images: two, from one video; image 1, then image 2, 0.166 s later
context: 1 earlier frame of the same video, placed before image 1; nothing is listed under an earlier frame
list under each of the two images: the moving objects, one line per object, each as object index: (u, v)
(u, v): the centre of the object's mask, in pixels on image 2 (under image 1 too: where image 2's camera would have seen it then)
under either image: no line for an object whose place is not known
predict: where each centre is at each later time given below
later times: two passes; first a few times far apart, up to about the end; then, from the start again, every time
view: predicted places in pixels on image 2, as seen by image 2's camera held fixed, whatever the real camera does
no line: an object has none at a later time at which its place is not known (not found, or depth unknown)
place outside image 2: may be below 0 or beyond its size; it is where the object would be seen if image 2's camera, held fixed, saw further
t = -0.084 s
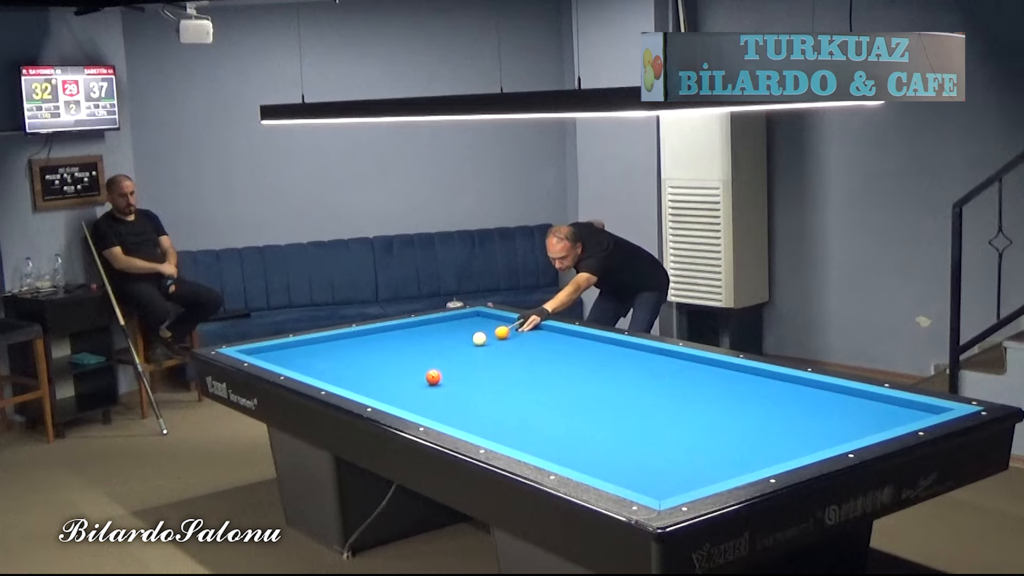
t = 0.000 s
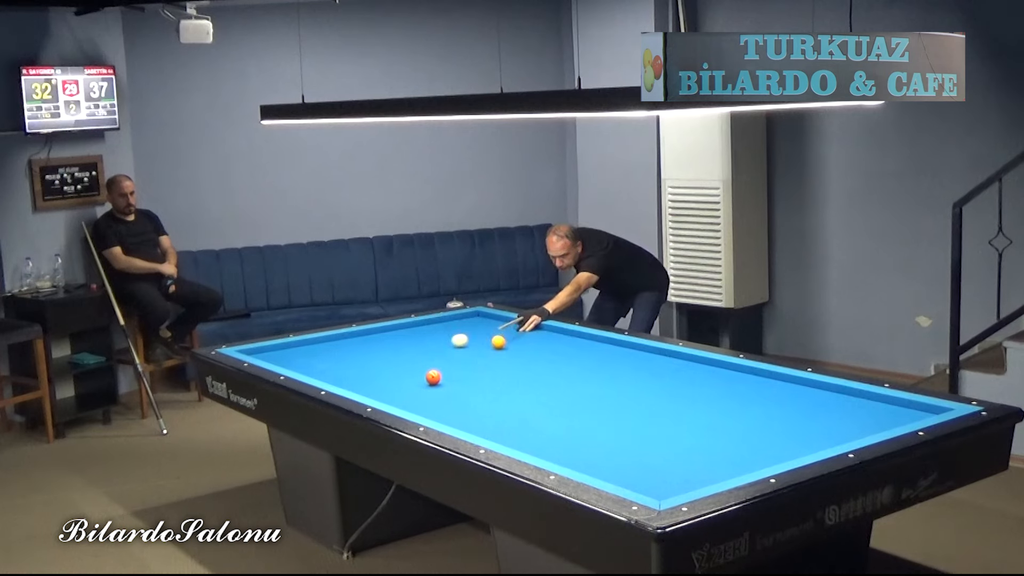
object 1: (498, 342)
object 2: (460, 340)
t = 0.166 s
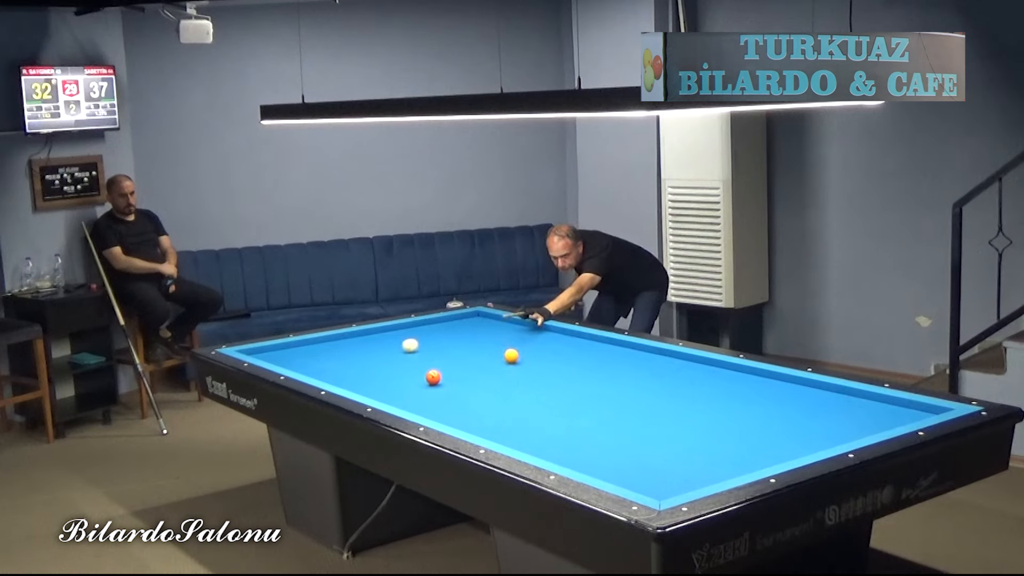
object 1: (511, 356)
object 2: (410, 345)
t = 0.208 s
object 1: (514, 359)
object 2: (400, 346)
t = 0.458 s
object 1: (535, 387)
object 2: (335, 353)
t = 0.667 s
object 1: (554, 412)
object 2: (284, 358)
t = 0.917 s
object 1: (584, 452)
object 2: (285, 354)
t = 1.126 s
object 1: (634, 482)
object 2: (304, 348)
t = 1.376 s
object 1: (669, 467)
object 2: (326, 341)
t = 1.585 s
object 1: (664, 441)
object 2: (344, 335)
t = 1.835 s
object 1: (660, 416)
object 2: (367, 331)
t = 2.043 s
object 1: (658, 398)
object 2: (389, 329)
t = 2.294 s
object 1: (656, 379)
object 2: (411, 326)
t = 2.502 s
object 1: (654, 364)
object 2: (432, 324)
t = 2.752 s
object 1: (653, 350)
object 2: (454, 322)
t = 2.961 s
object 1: (612, 347)
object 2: (473, 320)
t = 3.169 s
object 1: (575, 345)
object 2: (490, 318)
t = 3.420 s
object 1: (528, 343)
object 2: (497, 318)
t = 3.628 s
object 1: (493, 341)
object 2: (492, 321)
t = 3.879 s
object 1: (450, 339)
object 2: (487, 323)
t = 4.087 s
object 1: (418, 337)
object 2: (482, 325)
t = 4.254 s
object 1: (394, 336)
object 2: (479, 327)
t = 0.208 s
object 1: (514, 359)
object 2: (400, 346)
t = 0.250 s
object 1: (517, 363)
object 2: (390, 347)
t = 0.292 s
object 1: (520, 367)
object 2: (380, 348)
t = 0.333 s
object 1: (523, 371)
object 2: (370, 349)
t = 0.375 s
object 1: (526, 376)
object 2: (360, 350)
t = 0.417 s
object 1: (531, 382)
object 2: (345, 352)
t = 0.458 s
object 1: (535, 387)
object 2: (335, 353)
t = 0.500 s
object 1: (538, 391)
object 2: (325, 354)
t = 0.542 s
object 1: (542, 396)
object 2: (315, 355)
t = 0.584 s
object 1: (546, 401)
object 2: (305, 356)
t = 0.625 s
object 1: (549, 406)
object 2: (295, 357)
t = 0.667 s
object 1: (554, 412)
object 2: (284, 358)
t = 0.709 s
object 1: (558, 418)
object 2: (275, 358)
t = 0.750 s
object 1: (562, 423)
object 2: (265, 358)
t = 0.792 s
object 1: (567, 429)
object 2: (269, 357)
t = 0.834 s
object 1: (571, 435)
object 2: (274, 357)
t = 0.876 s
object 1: (576, 442)
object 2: (279, 355)
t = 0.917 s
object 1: (584, 452)
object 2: (285, 354)
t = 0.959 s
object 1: (589, 459)
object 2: (289, 353)
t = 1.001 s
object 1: (595, 466)
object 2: (293, 351)
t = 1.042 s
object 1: (601, 471)
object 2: (297, 350)
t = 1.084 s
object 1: (612, 477)
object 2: (300, 349)
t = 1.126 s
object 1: (634, 482)
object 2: (304, 348)
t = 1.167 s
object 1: (657, 487)
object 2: (308, 347)
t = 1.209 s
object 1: (678, 488)
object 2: (311, 346)
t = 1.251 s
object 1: (679, 485)
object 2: (315, 345)
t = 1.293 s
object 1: (675, 480)
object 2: (319, 344)
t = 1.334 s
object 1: (671, 473)
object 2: (322, 343)
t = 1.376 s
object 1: (669, 467)
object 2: (326, 341)
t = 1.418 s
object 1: (666, 459)
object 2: (331, 340)
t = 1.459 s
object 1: (665, 454)
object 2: (334, 339)
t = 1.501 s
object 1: (665, 449)
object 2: (338, 337)
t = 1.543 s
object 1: (664, 445)
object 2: (341, 336)
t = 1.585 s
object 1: (664, 441)
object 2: (344, 335)
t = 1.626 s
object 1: (663, 436)
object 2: (348, 334)
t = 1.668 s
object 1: (662, 432)
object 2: (351, 333)
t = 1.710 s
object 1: (662, 428)
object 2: (354, 333)
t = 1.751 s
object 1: (662, 424)
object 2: (359, 332)
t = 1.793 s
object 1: (661, 420)
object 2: (363, 332)
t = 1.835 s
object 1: (660, 416)
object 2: (367, 331)
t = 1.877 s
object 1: (660, 413)
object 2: (371, 331)
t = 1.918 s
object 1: (659, 408)
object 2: (377, 330)
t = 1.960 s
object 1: (659, 404)
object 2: (381, 330)
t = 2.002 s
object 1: (659, 401)
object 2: (385, 329)
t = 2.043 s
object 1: (658, 398)
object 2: (389, 329)
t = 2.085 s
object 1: (658, 394)
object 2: (393, 328)
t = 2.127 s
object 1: (658, 391)
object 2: (396, 328)
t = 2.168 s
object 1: (657, 388)
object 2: (400, 328)
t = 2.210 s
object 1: (657, 385)
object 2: (404, 327)
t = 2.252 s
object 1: (656, 382)
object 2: (408, 327)
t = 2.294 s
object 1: (656, 379)
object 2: (411, 326)
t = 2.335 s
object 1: (656, 376)
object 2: (415, 326)
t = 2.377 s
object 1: (655, 372)
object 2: (421, 326)
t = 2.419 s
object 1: (655, 370)
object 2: (424, 325)
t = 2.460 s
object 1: (655, 367)
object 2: (428, 325)
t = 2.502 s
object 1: (654, 364)
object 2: (432, 324)
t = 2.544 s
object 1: (654, 362)
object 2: (435, 324)
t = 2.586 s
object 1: (654, 359)
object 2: (439, 324)
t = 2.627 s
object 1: (654, 357)
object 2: (443, 323)
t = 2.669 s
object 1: (653, 355)
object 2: (447, 323)
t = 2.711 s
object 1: (653, 352)
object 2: (450, 322)
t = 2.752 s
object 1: (653, 350)
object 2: (454, 322)
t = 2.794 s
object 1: (649, 349)
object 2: (457, 322)
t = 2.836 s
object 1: (640, 349)
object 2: (461, 321)
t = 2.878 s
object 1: (628, 348)
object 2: (466, 321)
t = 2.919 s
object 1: (620, 347)
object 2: (469, 320)
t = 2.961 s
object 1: (612, 347)
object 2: (473, 320)
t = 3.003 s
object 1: (605, 347)
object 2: (476, 320)
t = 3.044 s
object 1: (597, 346)
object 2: (479, 319)
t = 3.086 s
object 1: (589, 346)
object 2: (483, 319)
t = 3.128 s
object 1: (582, 346)
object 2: (486, 319)
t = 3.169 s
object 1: (575, 345)
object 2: (490, 318)
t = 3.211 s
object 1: (567, 345)
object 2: (493, 318)
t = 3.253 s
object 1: (560, 345)
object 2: (496, 317)
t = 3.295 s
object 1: (553, 344)
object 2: (499, 317)
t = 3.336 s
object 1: (546, 344)
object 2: (500, 318)
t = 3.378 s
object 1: (535, 343)
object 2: (498, 318)
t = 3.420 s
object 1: (528, 343)
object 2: (497, 318)
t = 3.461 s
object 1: (521, 343)
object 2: (496, 319)
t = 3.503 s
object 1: (514, 342)
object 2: (495, 319)
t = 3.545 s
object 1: (507, 342)
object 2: (494, 320)
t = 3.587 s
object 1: (500, 342)
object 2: (494, 320)
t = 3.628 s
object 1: (493, 341)
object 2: (492, 321)
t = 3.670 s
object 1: (486, 341)
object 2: (492, 321)
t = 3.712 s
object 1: (480, 341)
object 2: (491, 321)
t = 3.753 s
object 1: (473, 340)
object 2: (490, 322)
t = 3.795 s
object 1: (466, 340)
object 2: (489, 322)
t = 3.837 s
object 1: (456, 339)
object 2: (488, 323)
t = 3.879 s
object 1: (450, 339)
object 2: (487, 323)
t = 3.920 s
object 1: (443, 339)
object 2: (486, 324)
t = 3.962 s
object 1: (437, 338)
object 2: (485, 324)
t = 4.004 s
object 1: (431, 338)
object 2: (484, 324)
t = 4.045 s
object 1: (424, 338)
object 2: (483, 325)
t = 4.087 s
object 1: (418, 337)
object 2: (482, 325)
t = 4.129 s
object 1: (412, 337)
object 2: (481, 326)
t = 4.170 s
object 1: (406, 337)
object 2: (480, 326)
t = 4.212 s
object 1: (400, 337)
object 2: (480, 326)
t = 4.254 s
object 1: (394, 336)
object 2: (479, 327)
